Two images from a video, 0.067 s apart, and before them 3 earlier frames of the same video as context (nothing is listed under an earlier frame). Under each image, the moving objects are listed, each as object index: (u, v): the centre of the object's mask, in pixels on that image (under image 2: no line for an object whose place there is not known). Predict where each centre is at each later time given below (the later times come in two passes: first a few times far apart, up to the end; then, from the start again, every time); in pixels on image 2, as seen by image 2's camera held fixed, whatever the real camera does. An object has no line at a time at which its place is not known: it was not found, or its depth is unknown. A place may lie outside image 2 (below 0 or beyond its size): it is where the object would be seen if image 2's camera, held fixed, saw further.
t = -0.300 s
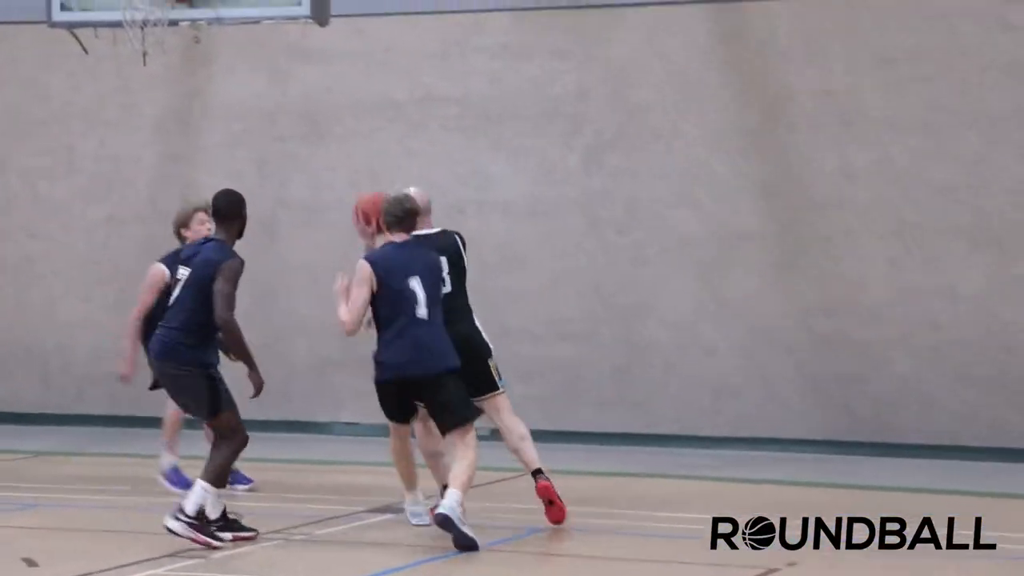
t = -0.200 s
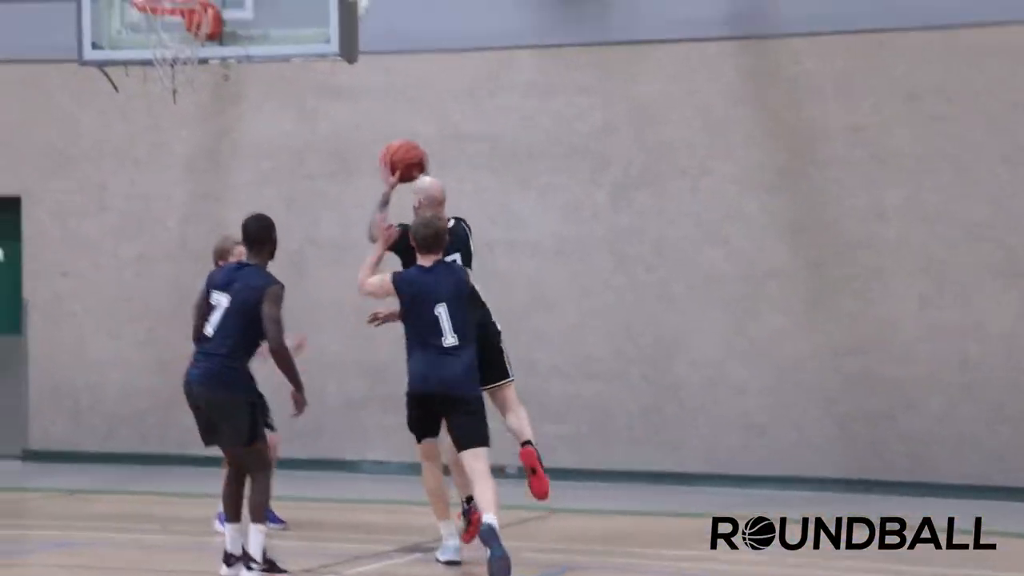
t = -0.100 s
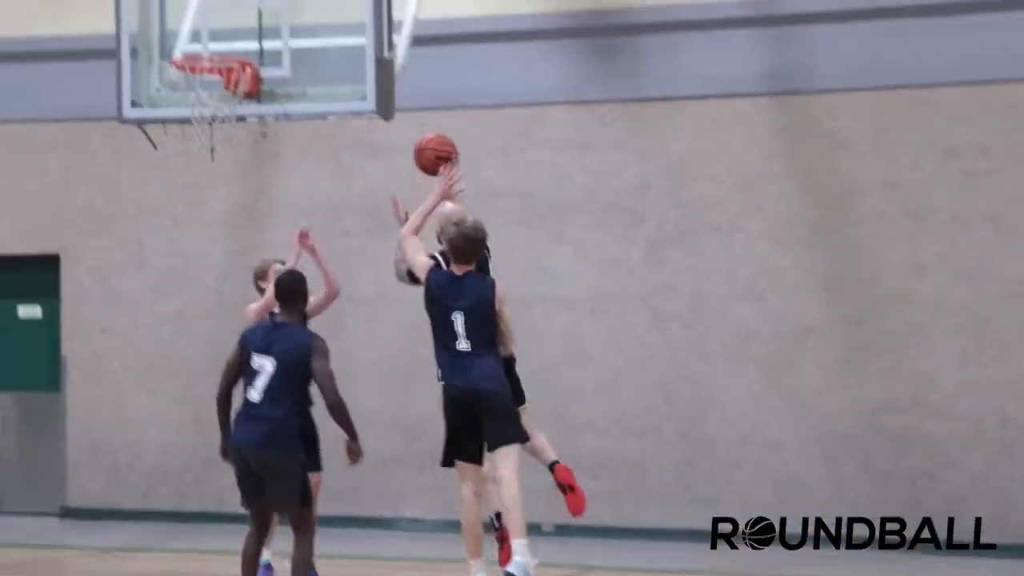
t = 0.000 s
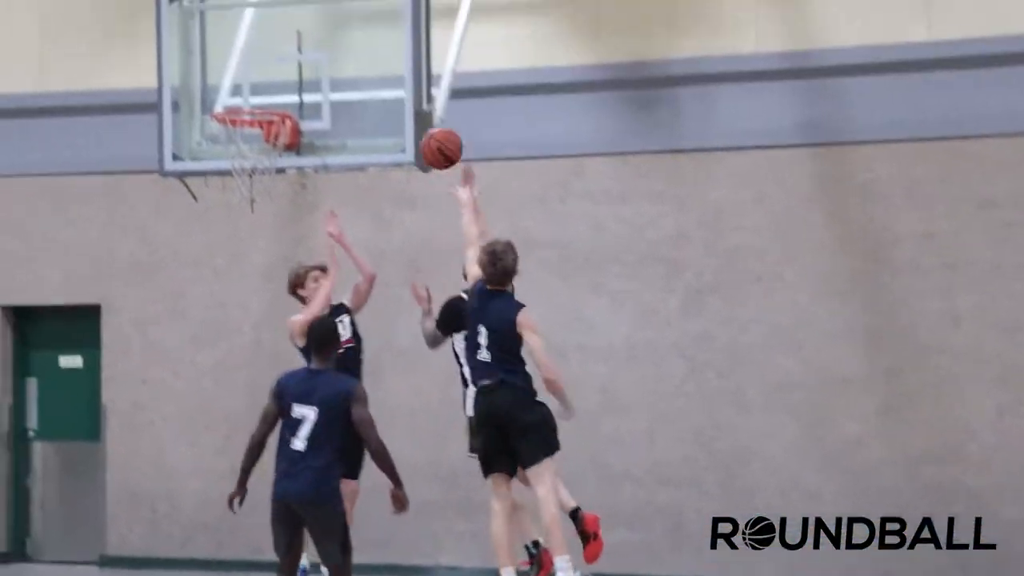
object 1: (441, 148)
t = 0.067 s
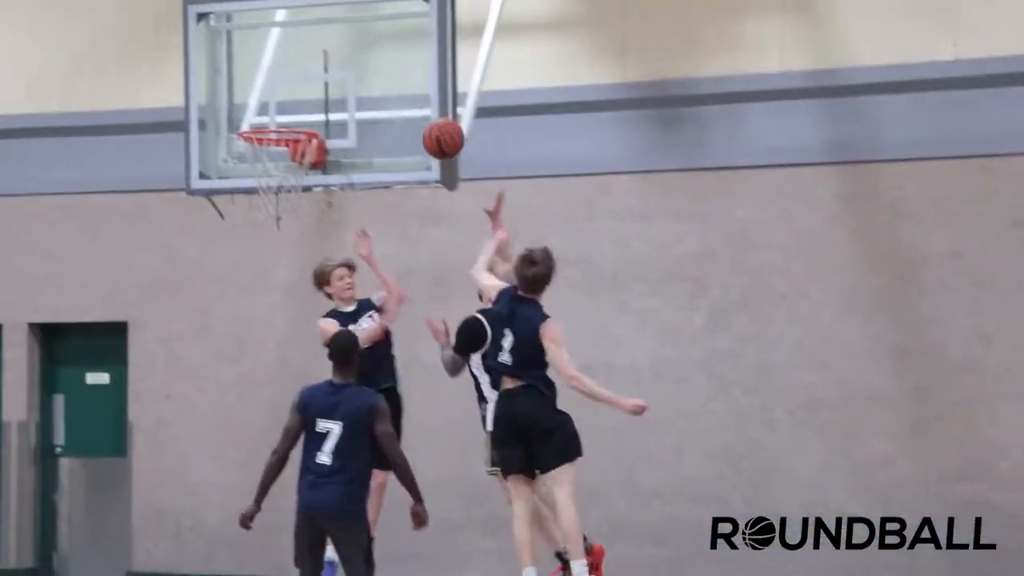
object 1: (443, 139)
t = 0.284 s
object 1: (372, 105)
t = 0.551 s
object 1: (309, 95)
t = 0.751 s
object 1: (286, 110)
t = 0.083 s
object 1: (437, 133)
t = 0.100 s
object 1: (432, 128)
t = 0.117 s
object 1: (426, 124)
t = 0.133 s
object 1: (421, 120)
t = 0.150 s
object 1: (415, 116)
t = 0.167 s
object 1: (409, 113)
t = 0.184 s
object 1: (404, 110)
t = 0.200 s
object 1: (399, 108)
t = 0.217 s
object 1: (393, 107)
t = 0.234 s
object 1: (388, 106)
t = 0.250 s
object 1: (382, 105)
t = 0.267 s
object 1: (377, 105)
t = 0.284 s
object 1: (372, 105)
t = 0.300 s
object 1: (367, 106)
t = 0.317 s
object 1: (362, 107)
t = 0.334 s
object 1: (357, 109)
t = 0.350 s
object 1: (352, 110)
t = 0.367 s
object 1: (346, 112)
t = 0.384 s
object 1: (340, 113)
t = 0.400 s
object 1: (333, 114)
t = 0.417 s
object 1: (327, 116)
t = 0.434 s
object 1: (322, 115)
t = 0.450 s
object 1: (320, 112)
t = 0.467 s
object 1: (318, 108)
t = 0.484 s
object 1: (316, 105)
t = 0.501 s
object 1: (314, 102)
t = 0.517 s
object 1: (312, 99)
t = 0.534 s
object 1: (311, 97)
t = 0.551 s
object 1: (309, 95)
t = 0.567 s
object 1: (307, 94)
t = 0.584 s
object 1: (305, 94)
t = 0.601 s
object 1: (303, 93)
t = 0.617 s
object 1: (301, 94)
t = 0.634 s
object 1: (299, 94)
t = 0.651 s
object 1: (297, 95)
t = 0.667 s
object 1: (295, 96)
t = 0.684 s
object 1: (293, 98)
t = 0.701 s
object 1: (292, 101)
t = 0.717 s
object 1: (290, 104)
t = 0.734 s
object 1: (288, 107)
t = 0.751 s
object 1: (286, 110)
